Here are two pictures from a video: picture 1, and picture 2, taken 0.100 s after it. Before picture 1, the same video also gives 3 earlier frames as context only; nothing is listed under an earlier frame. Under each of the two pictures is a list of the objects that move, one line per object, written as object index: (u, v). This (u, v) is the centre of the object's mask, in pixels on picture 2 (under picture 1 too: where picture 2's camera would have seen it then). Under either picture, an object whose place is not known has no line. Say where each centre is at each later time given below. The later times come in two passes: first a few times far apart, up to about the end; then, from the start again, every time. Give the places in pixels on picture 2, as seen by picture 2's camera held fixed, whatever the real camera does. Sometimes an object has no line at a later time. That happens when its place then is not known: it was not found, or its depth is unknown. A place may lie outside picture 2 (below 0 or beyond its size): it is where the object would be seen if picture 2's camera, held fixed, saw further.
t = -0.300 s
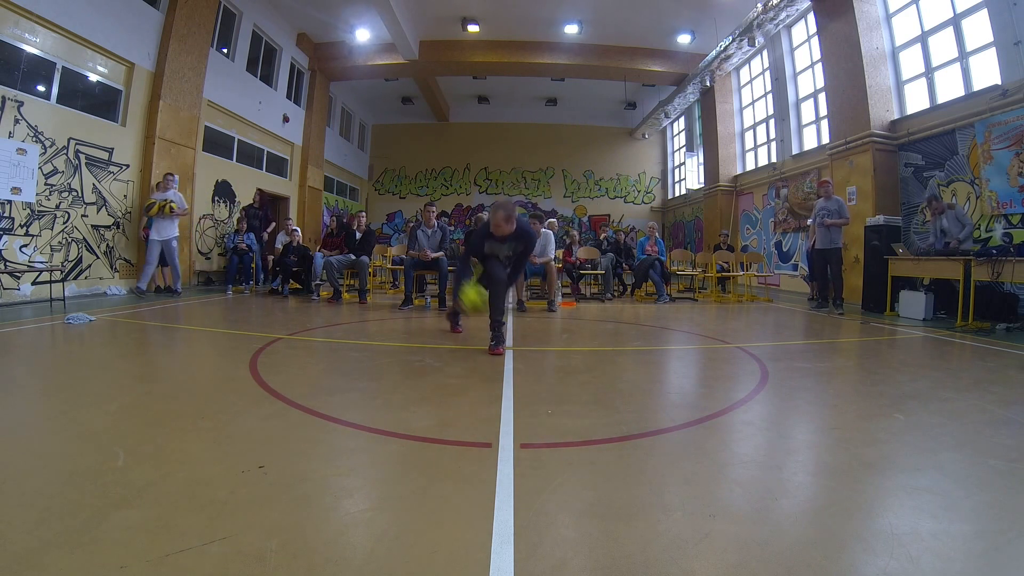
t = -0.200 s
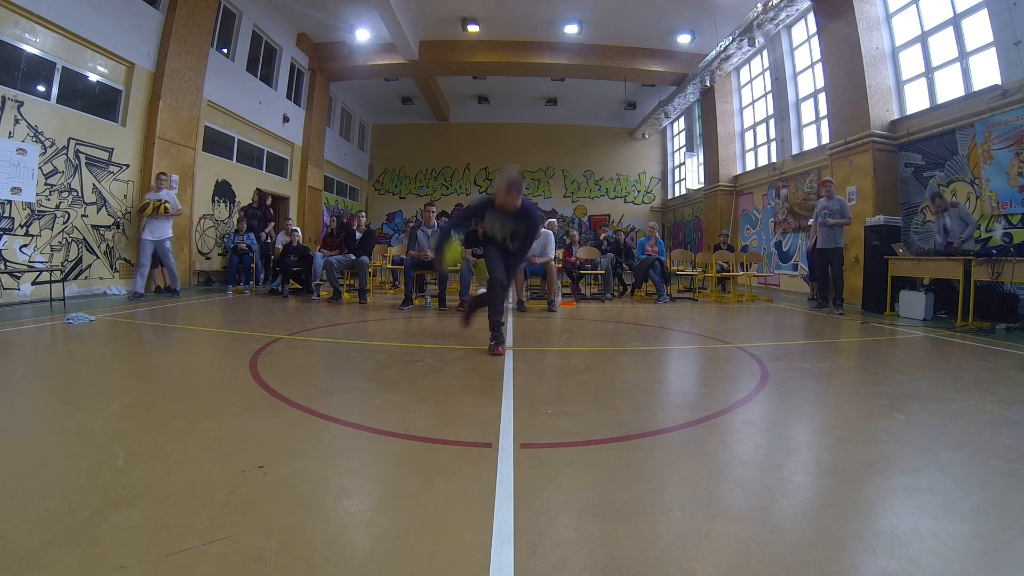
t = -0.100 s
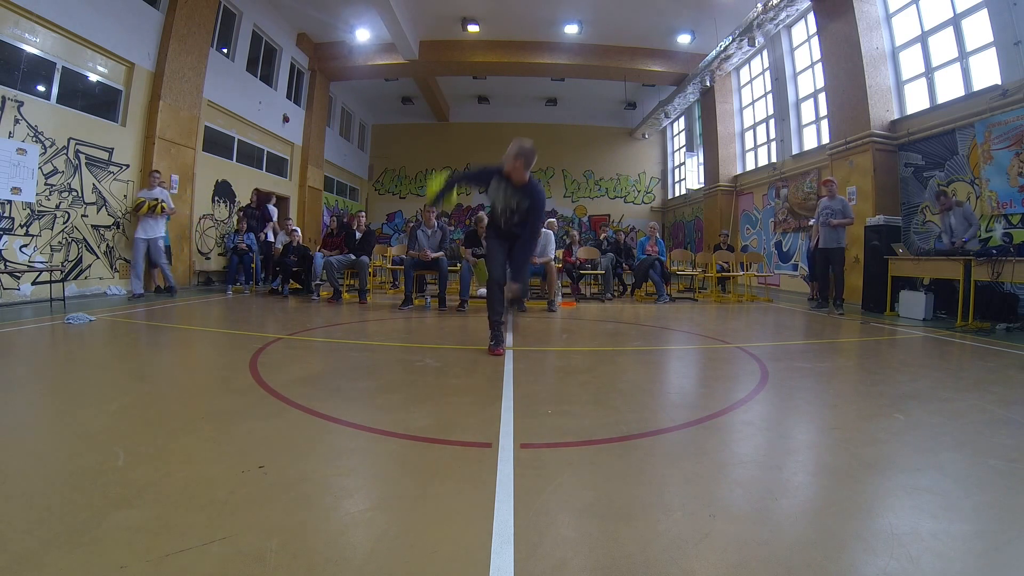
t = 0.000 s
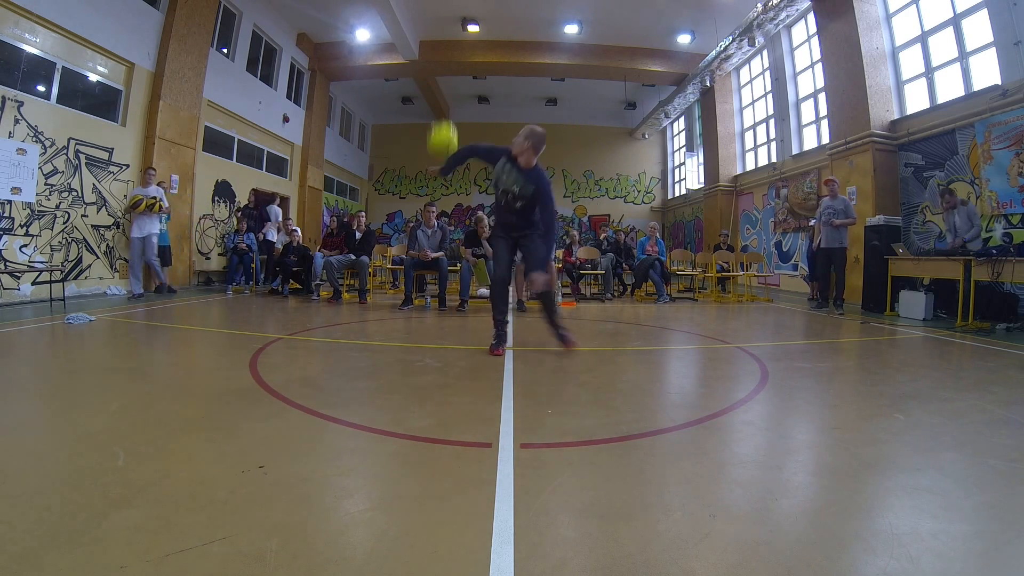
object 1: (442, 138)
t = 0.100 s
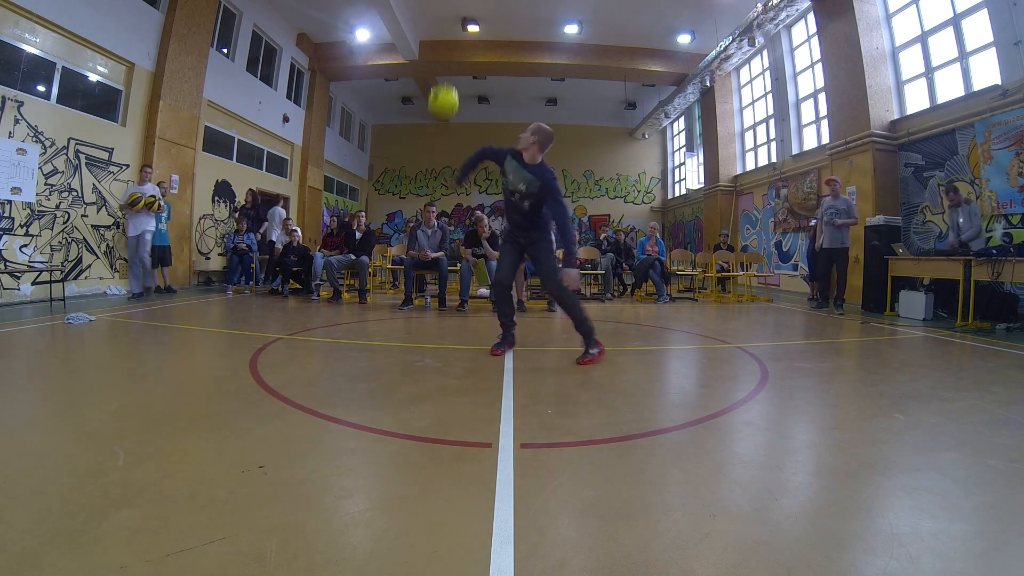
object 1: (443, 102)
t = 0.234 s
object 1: (444, 70)
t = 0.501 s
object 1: (443, 68)
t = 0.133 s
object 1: (443, 91)
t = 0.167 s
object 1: (444, 83)
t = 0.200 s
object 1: (444, 76)
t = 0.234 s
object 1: (444, 70)
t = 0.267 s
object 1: (444, 65)
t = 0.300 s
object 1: (444, 62)
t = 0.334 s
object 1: (444, 61)
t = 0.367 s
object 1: (444, 60)
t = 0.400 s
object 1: (444, 60)
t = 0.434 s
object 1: (444, 62)
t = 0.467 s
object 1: (443, 64)
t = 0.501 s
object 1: (443, 68)
